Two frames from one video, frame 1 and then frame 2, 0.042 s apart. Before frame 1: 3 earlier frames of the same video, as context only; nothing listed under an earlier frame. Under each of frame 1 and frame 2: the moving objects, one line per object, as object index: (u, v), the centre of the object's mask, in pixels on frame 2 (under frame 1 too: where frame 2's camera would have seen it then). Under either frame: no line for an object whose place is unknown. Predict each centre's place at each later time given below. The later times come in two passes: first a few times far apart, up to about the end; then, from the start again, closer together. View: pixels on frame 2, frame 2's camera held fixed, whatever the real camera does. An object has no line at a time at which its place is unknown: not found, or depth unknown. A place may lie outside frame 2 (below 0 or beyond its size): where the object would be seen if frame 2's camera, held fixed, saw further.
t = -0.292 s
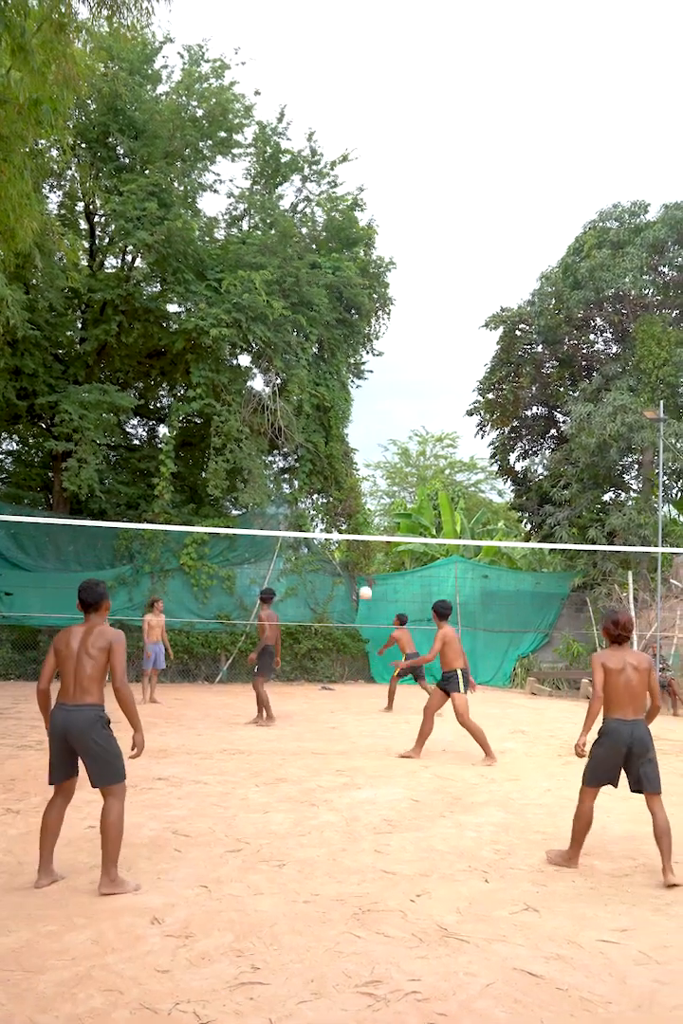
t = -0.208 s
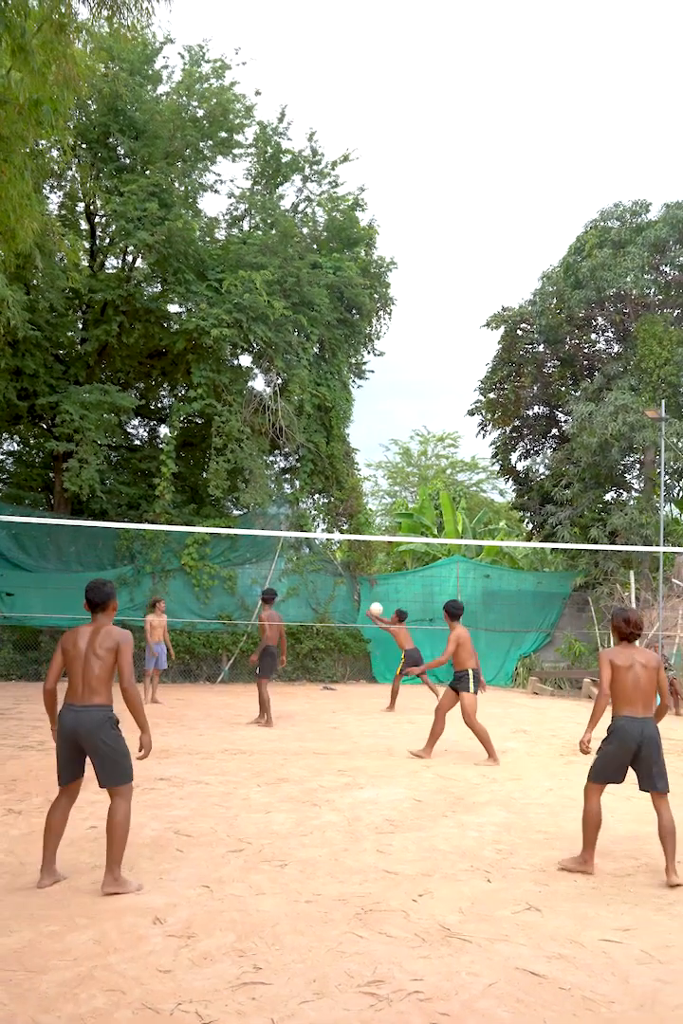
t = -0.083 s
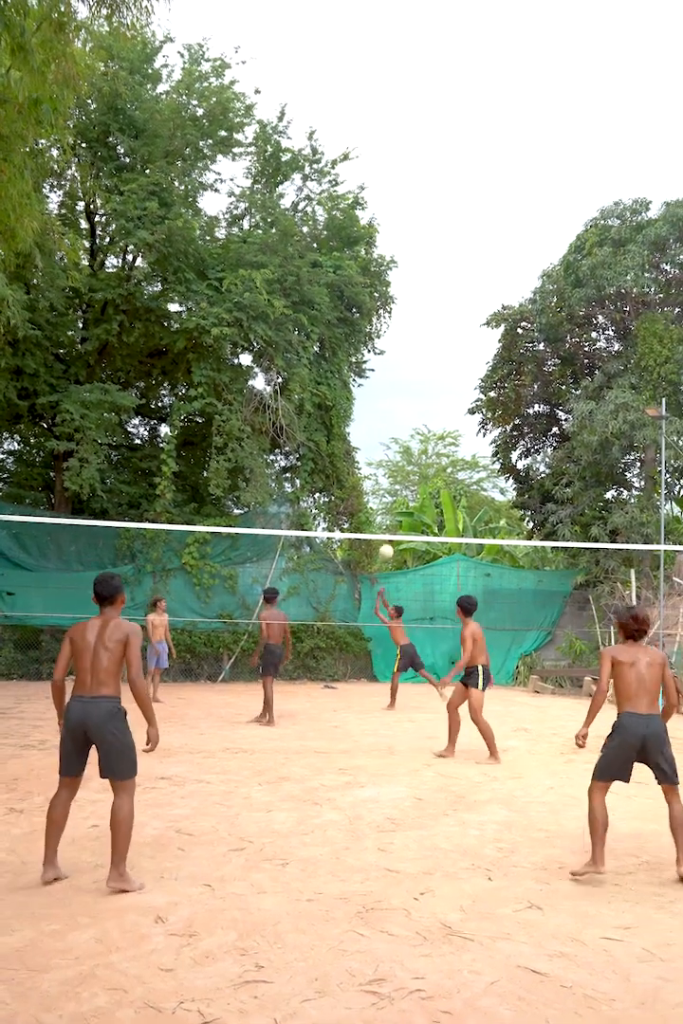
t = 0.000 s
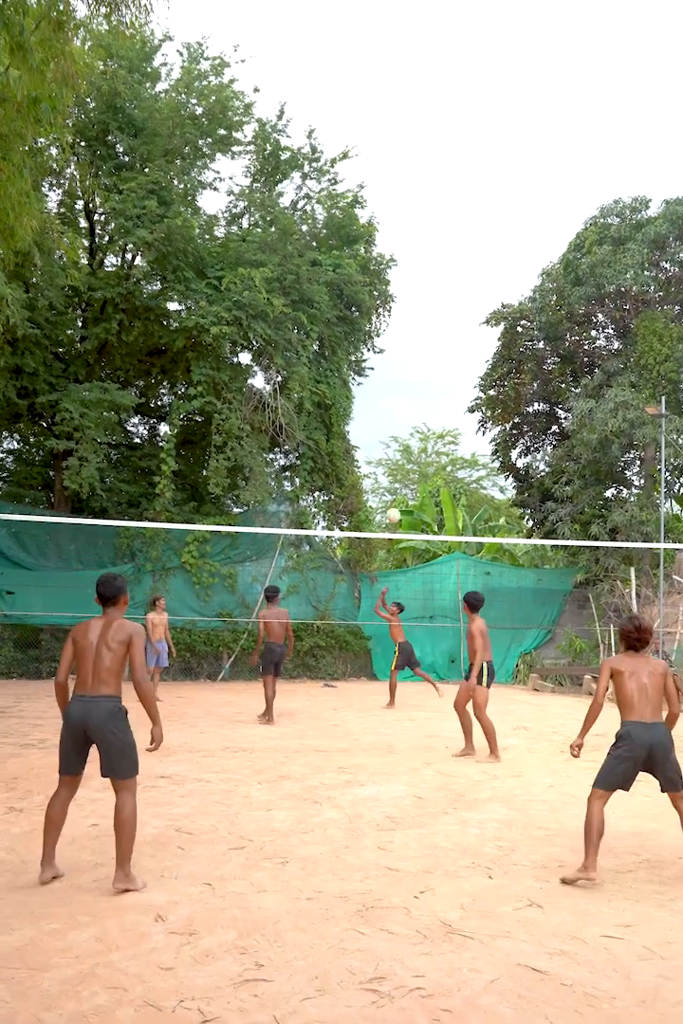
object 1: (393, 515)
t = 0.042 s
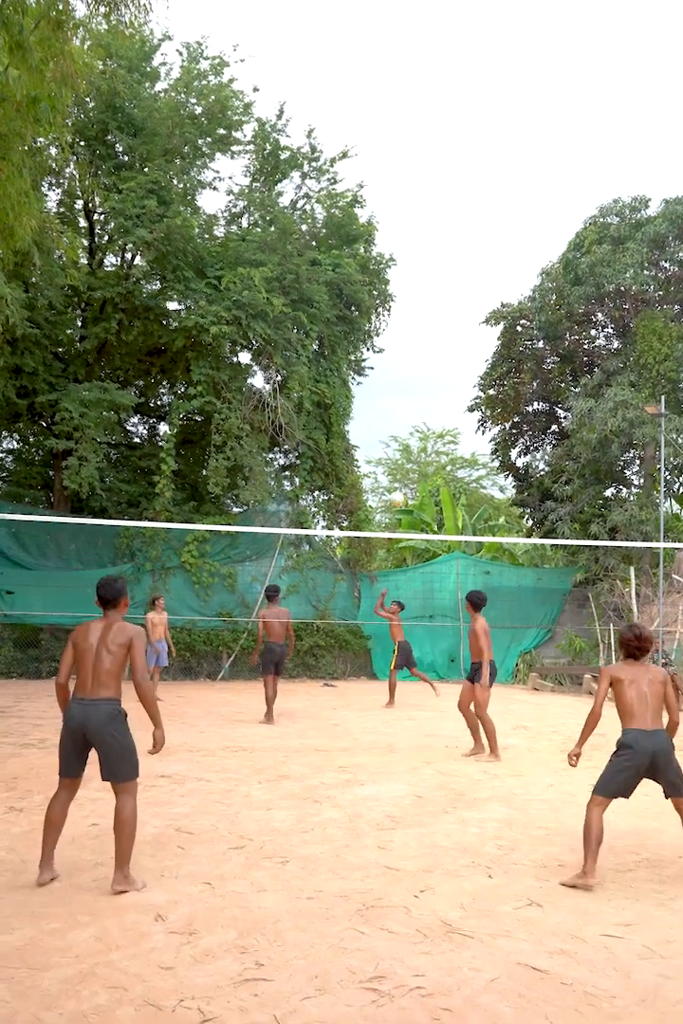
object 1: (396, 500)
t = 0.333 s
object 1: (428, 409)
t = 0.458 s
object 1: (444, 384)
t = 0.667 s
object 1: (476, 364)
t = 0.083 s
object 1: (401, 484)
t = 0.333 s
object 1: (428, 409)
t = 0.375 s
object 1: (433, 400)
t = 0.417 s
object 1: (438, 391)
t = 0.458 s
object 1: (444, 384)
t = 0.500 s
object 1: (450, 377)
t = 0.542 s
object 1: (456, 372)
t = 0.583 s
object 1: (462, 368)
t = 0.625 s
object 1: (469, 364)
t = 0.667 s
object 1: (476, 364)
